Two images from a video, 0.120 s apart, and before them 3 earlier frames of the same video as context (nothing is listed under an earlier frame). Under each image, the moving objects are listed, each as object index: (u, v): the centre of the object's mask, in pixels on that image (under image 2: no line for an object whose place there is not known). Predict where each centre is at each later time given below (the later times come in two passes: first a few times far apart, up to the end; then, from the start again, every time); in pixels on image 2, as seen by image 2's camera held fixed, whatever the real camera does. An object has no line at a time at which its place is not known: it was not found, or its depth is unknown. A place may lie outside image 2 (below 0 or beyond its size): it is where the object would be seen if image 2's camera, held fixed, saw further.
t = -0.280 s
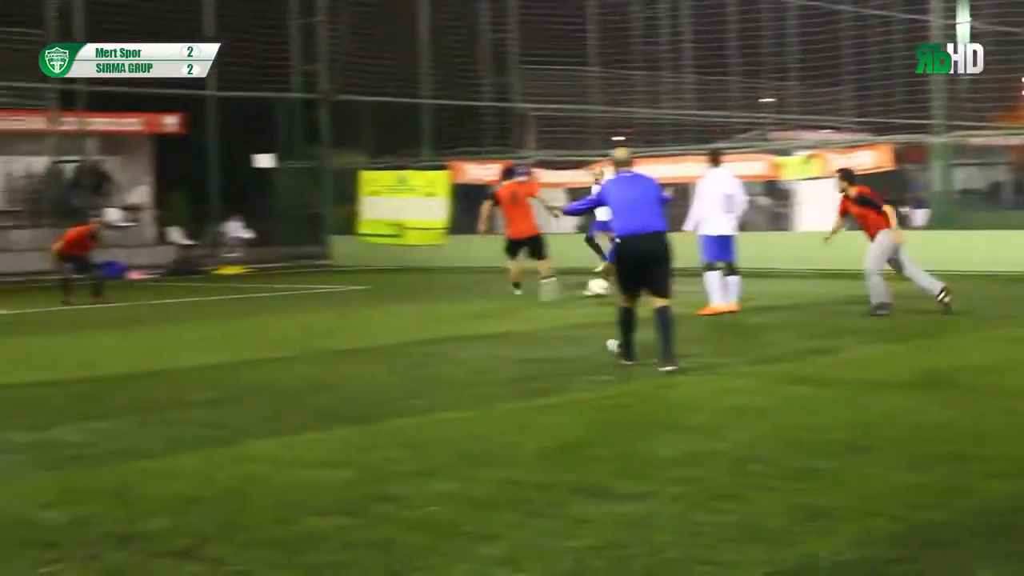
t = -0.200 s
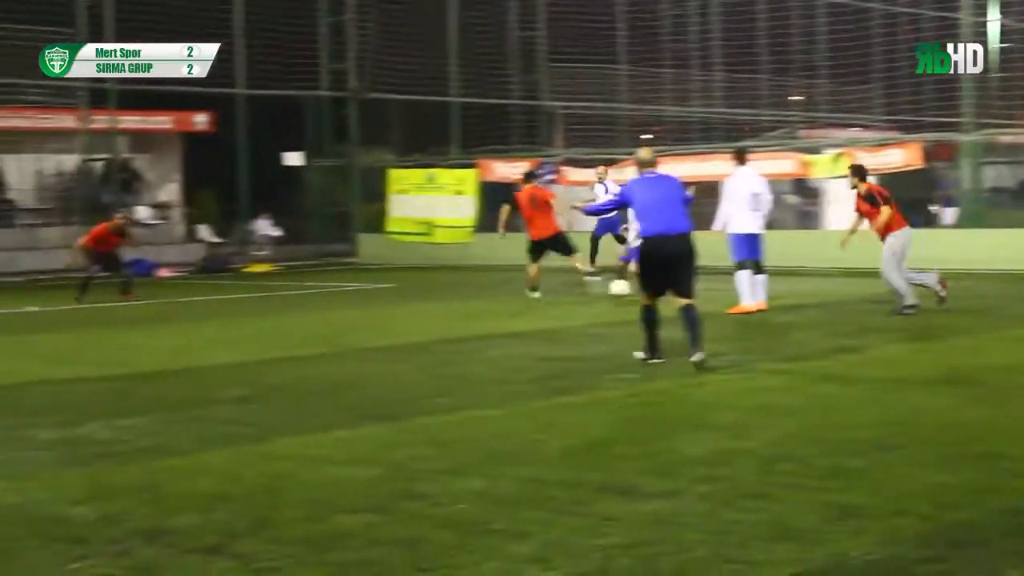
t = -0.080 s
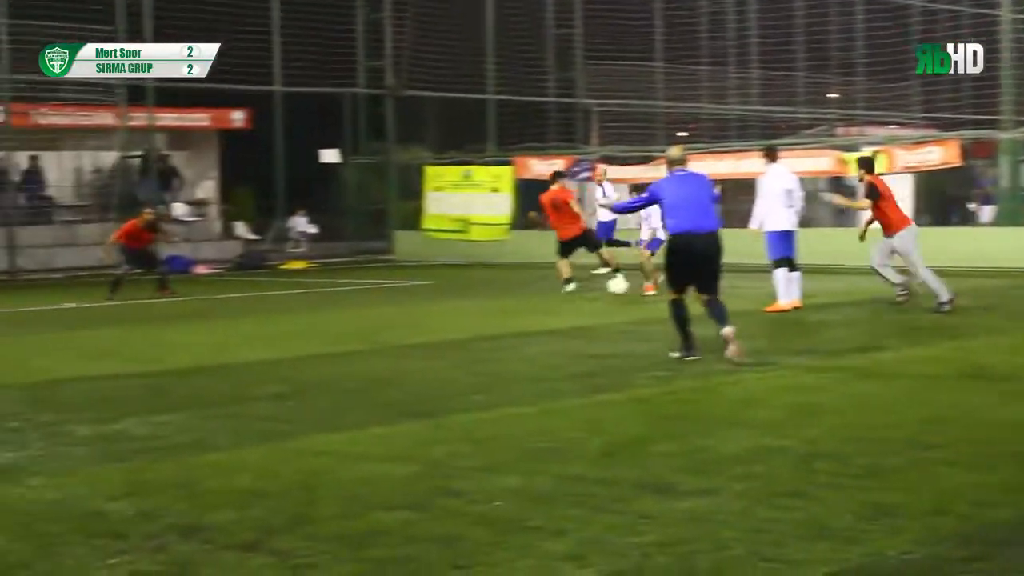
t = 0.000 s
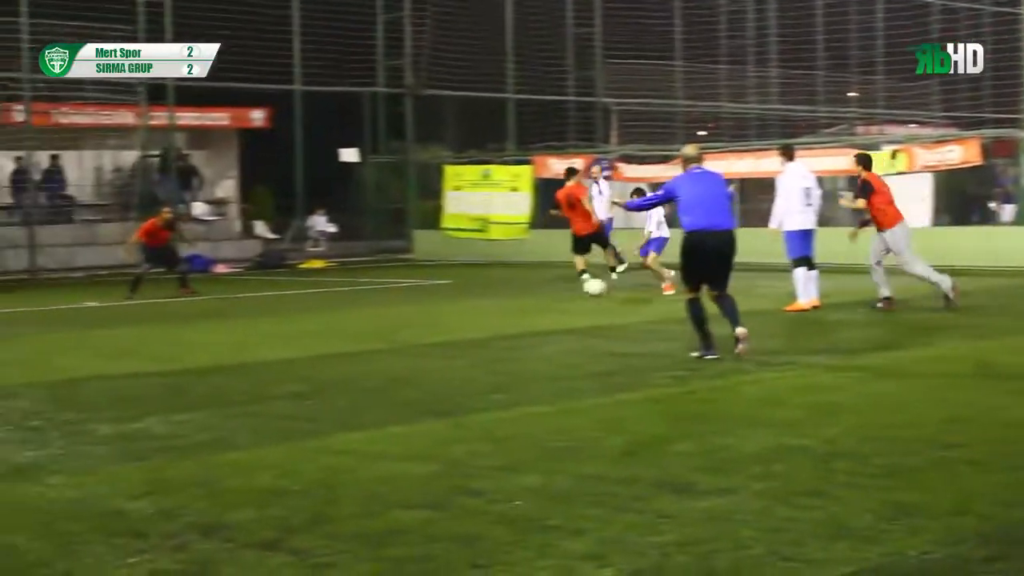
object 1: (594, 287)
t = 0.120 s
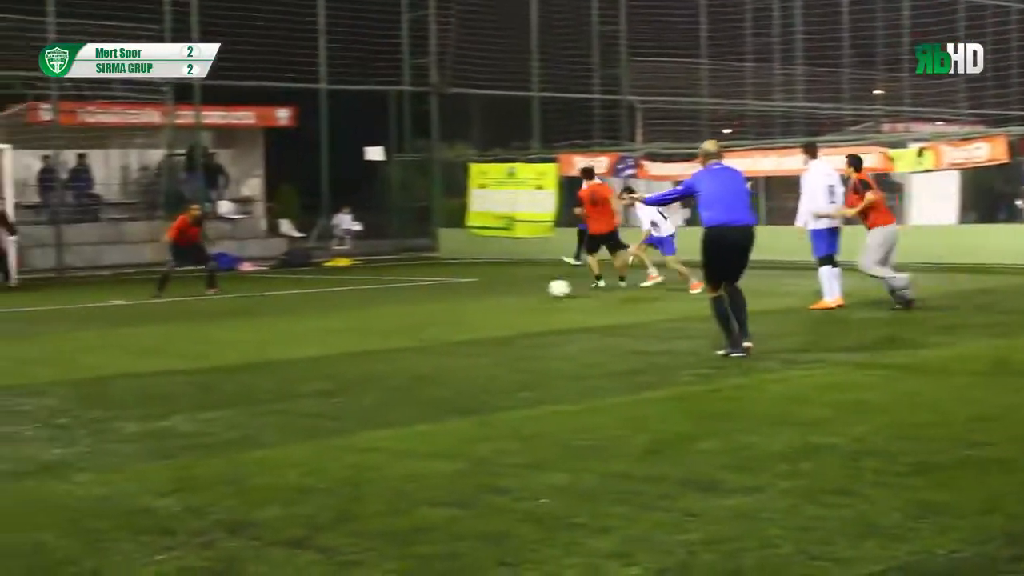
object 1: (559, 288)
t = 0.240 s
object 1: (506, 288)
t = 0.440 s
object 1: (428, 291)
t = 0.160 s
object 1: (541, 287)
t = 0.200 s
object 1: (524, 286)
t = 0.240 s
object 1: (506, 288)
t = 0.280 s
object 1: (488, 291)
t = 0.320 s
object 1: (473, 290)
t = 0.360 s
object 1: (458, 289)
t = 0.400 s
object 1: (443, 289)
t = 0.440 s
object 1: (428, 291)
